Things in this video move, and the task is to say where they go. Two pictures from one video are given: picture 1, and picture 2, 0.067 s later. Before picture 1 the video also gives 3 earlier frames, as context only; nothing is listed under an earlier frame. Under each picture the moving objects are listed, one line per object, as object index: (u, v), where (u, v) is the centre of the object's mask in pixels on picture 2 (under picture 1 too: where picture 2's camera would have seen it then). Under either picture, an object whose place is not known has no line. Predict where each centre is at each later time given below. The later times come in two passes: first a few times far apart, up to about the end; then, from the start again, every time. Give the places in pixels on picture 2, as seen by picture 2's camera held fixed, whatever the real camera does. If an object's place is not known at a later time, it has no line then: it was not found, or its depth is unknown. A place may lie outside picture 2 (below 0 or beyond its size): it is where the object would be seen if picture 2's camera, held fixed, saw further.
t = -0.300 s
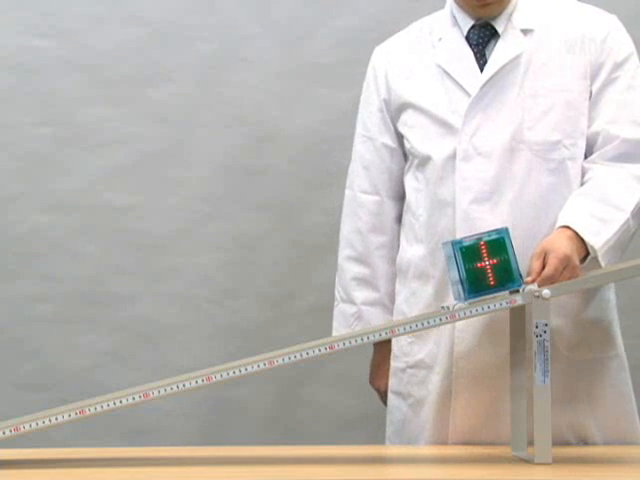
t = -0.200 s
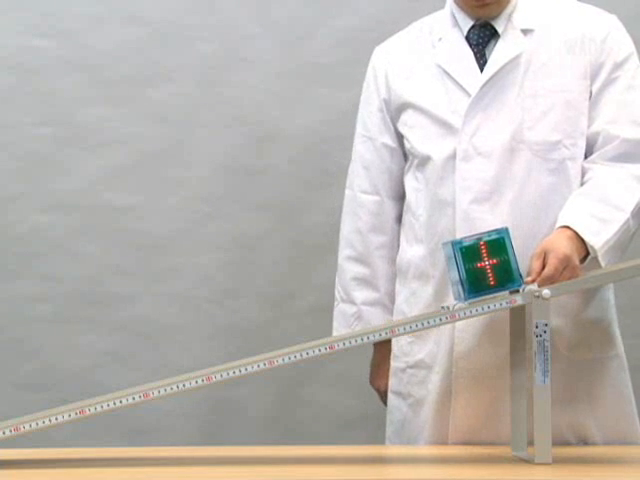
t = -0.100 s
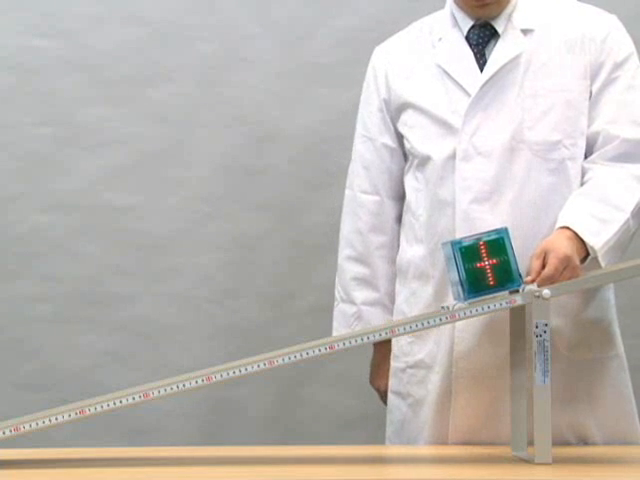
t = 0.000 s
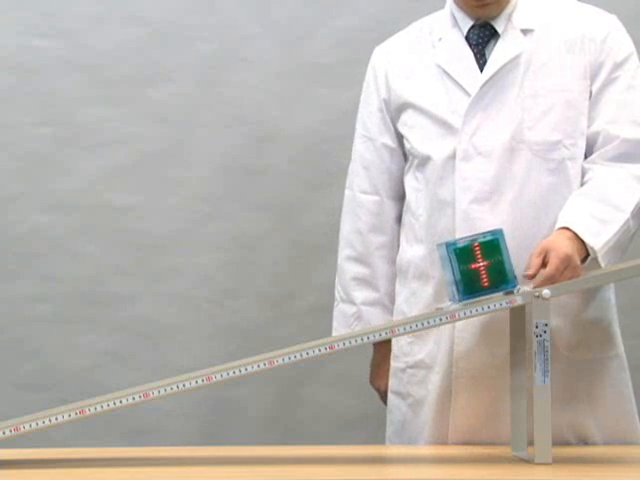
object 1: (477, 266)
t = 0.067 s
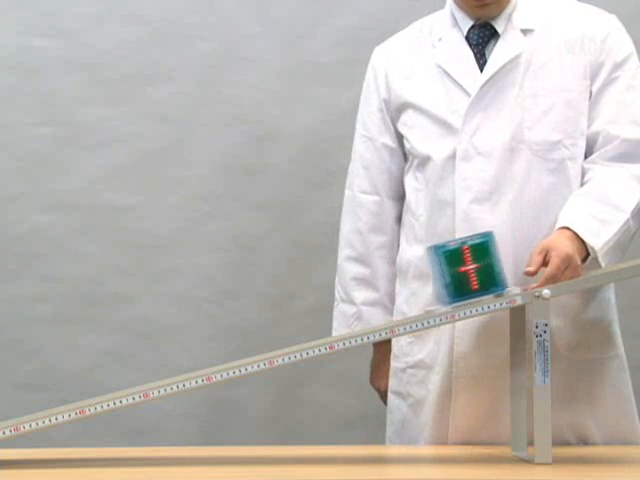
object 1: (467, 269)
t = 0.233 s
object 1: (415, 282)
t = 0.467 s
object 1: (281, 315)
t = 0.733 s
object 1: (35, 379)
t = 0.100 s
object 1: (459, 270)
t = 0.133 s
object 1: (451, 273)
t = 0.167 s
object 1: (440, 275)
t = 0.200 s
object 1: (428, 279)
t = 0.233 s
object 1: (415, 282)
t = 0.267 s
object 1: (400, 286)
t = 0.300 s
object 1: (384, 290)
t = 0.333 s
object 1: (367, 294)
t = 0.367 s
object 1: (346, 299)
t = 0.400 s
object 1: (325, 304)
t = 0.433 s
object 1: (305, 309)
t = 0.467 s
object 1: (281, 315)
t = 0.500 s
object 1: (257, 321)
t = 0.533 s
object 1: (230, 328)
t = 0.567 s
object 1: (202, 335)
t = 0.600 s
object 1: (171, 343)
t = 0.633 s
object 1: (141, 351)
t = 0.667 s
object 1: (106, 361)
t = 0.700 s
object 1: (69, 370)
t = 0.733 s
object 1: (35, 379)
